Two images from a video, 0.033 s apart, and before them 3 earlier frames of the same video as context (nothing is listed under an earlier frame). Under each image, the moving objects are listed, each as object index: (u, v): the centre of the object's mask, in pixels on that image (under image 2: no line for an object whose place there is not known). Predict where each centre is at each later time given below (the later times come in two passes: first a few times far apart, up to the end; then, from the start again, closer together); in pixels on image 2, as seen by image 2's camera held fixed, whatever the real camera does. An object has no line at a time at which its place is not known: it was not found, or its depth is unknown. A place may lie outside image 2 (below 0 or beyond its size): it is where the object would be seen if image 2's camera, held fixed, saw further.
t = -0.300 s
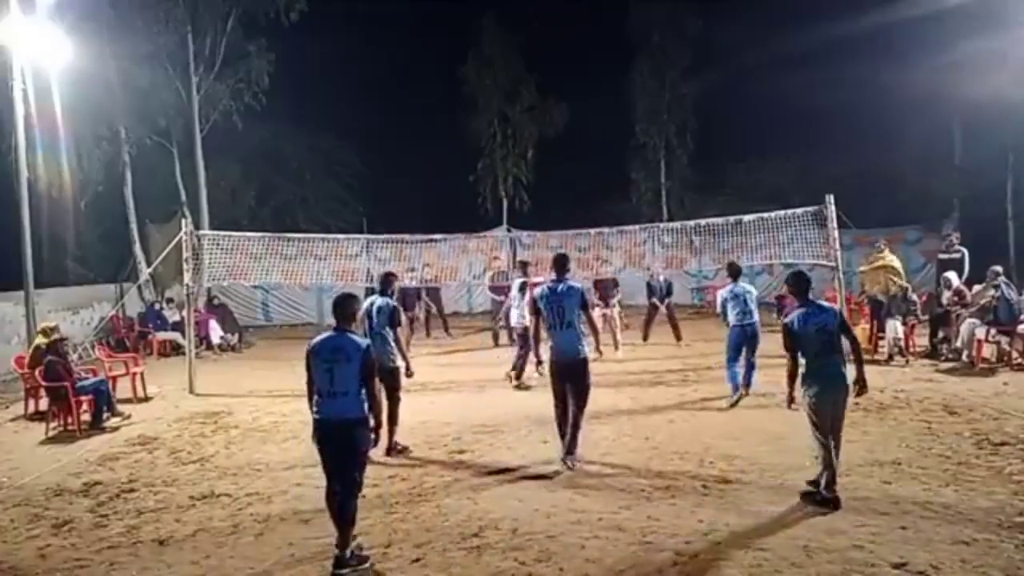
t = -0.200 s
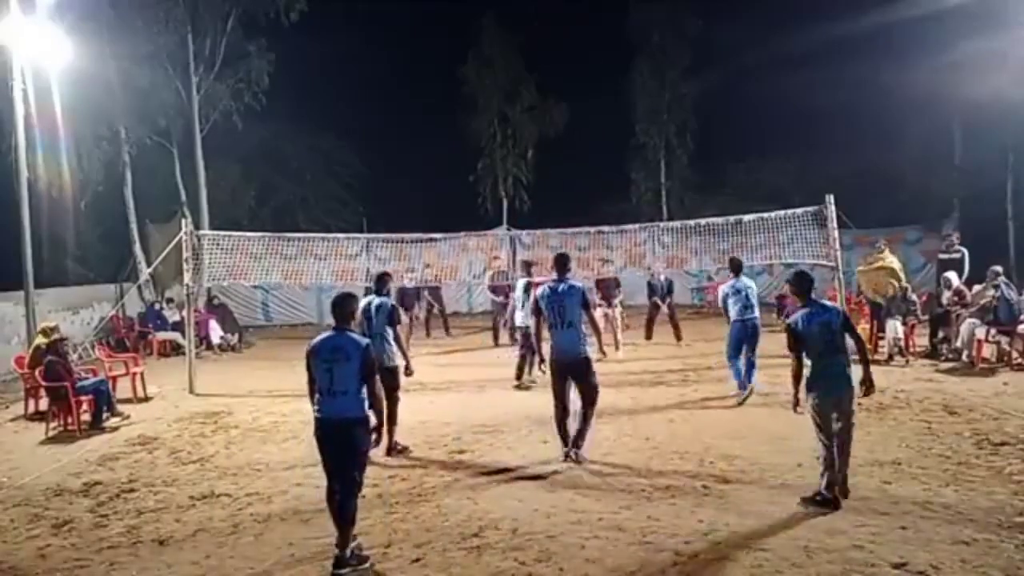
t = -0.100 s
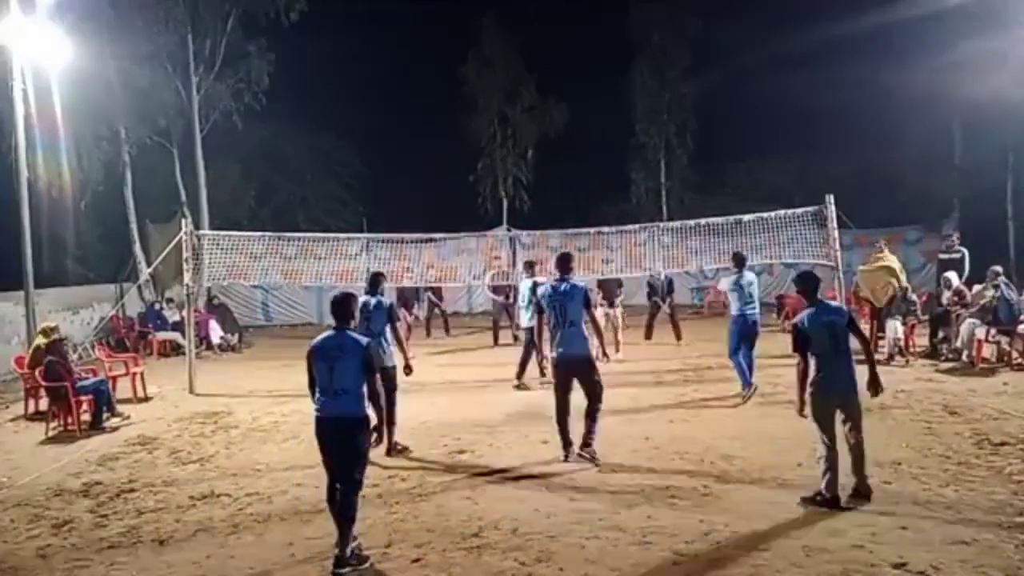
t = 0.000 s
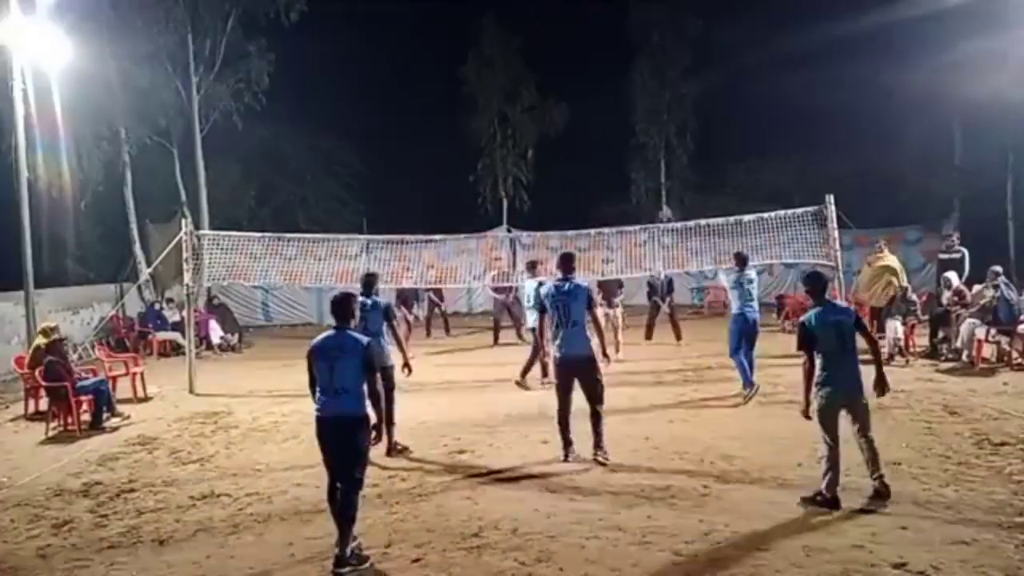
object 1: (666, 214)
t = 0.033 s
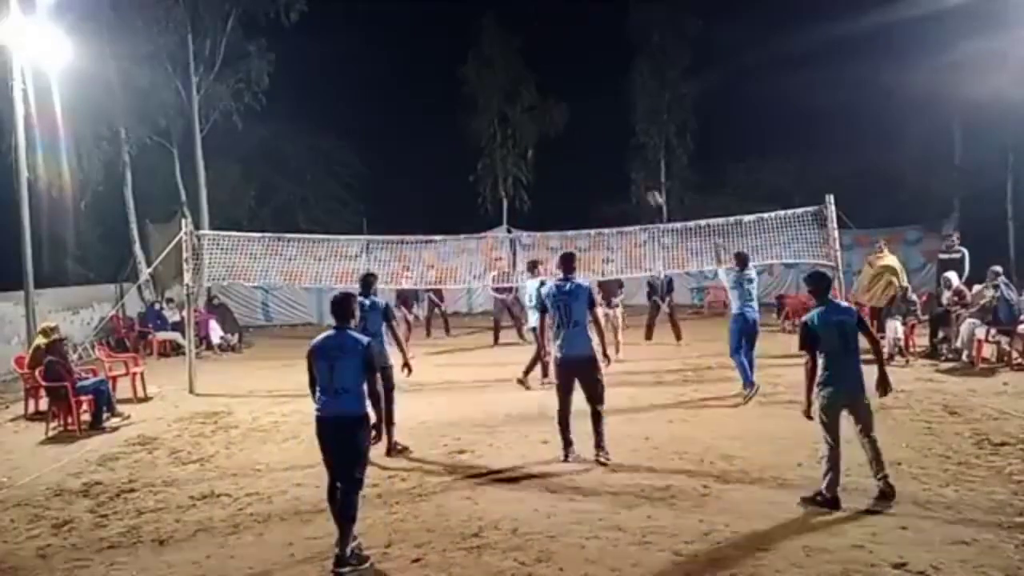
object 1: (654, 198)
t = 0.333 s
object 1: (570, 106)
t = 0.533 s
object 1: (526, 86)
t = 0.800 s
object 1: (478, 99)
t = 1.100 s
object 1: (442, 145)
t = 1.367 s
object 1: (414, 215)
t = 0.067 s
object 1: (644, 184)
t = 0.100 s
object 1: (634, 170)
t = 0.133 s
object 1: (624, 158)
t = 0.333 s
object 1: (570, 106)
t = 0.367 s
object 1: (562, 101)
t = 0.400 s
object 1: (555, 96)
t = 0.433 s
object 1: (547, 93)
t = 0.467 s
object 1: (539, 90)
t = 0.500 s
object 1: (533, 88)
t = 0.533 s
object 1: (526, 86)
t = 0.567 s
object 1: (519, 86)
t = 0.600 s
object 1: (513, 86)
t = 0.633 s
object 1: (506, 86)
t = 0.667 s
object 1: (501, 88)
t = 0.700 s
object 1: (495, 89)
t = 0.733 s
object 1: (490, 92)
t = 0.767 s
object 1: (483, 95)
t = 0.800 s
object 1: (478, 99)
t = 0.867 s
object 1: (468, 107)
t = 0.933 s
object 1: (463, 113)
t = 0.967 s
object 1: (459, 118)
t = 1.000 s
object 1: (454, 124)
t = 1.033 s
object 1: (450, 131)
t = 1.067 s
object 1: (446, 137)
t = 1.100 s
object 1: (442, 145)
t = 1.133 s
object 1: (438, 152)
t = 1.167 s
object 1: (434, 160)
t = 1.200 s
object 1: (430, 169)
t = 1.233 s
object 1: (427, 177)
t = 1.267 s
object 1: (424, 186)
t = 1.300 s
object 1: (420, 195)
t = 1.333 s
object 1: (417, 205)
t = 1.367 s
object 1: (414, 215)
